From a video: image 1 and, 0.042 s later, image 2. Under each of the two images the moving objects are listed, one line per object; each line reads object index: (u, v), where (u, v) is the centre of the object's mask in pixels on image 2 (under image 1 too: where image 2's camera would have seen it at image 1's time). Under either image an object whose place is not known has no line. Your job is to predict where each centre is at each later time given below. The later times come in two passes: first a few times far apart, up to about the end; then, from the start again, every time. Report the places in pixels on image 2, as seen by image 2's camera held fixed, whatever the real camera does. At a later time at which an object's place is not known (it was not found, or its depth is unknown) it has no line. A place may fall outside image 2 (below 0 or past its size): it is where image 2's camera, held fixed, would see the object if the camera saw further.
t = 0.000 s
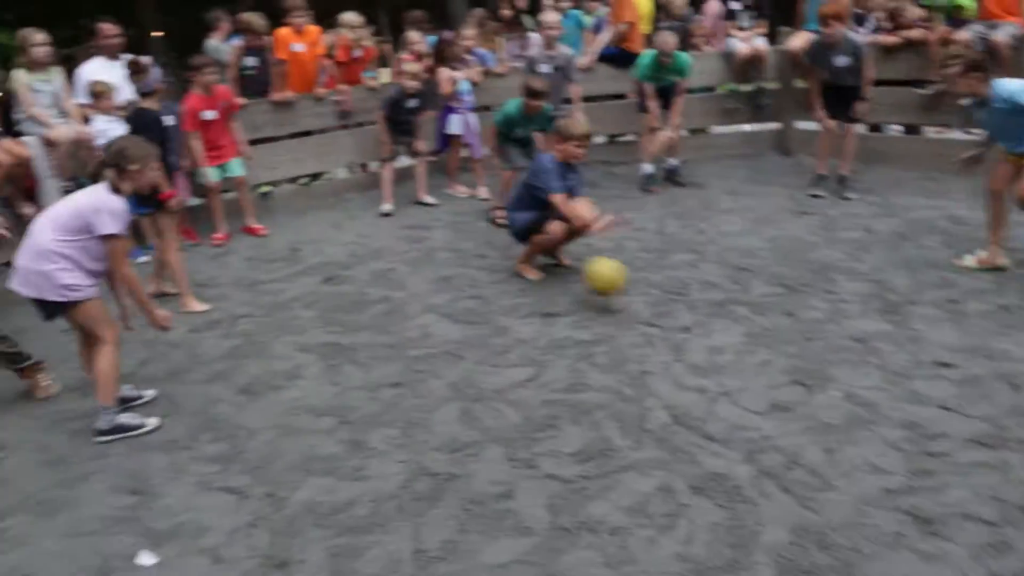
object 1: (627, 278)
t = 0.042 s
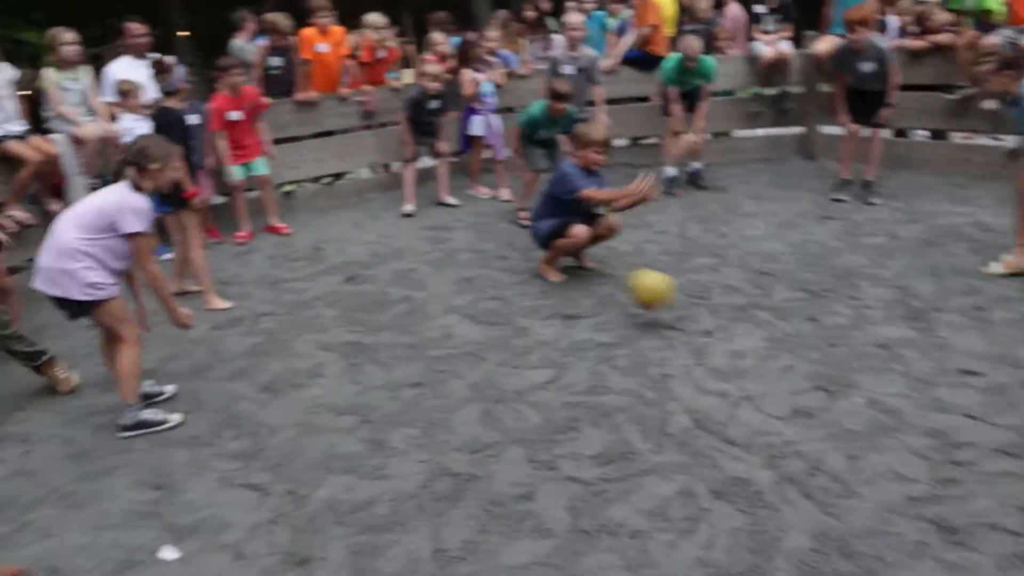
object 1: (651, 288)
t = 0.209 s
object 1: (760, 346)
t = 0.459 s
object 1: (916, 399)
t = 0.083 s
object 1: (676, 302)
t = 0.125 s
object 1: (704, 320)
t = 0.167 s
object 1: (736, 341)
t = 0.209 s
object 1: (760, 346)
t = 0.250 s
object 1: (783, 351)
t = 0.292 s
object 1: (803, 358)
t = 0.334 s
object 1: (828, 369)
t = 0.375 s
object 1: (856, 385)
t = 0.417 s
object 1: (887, 393)
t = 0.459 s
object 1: (916, 399)
